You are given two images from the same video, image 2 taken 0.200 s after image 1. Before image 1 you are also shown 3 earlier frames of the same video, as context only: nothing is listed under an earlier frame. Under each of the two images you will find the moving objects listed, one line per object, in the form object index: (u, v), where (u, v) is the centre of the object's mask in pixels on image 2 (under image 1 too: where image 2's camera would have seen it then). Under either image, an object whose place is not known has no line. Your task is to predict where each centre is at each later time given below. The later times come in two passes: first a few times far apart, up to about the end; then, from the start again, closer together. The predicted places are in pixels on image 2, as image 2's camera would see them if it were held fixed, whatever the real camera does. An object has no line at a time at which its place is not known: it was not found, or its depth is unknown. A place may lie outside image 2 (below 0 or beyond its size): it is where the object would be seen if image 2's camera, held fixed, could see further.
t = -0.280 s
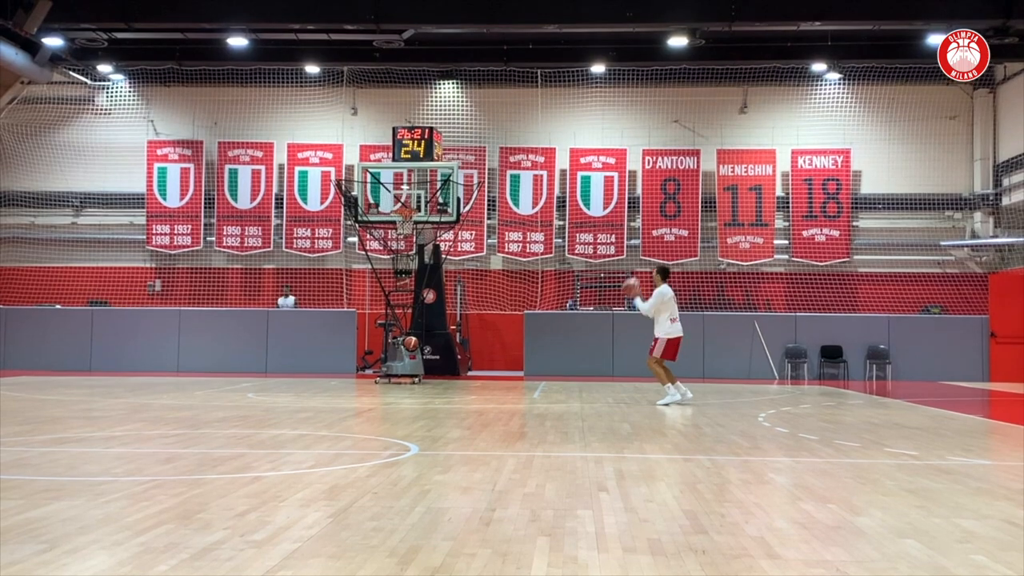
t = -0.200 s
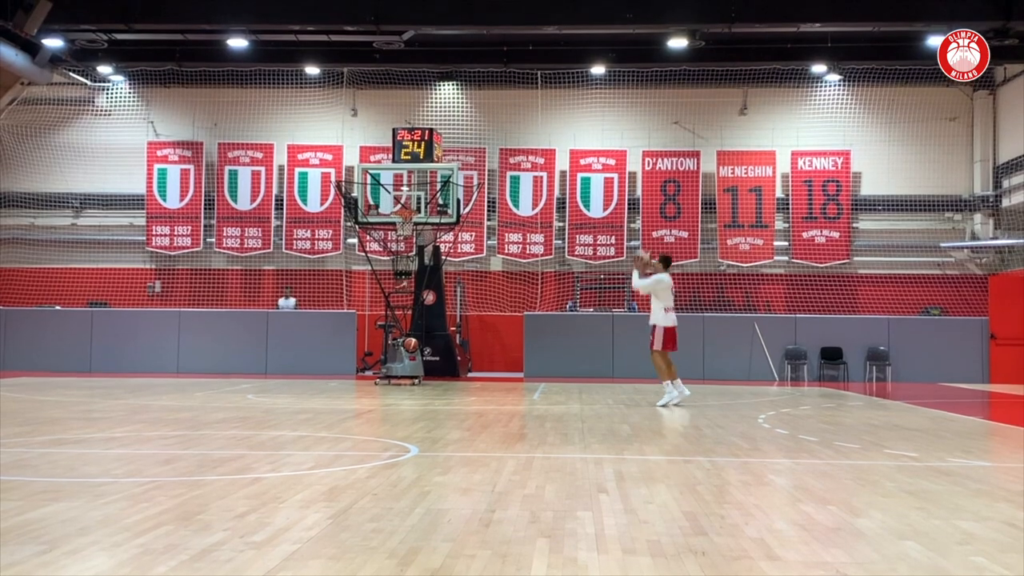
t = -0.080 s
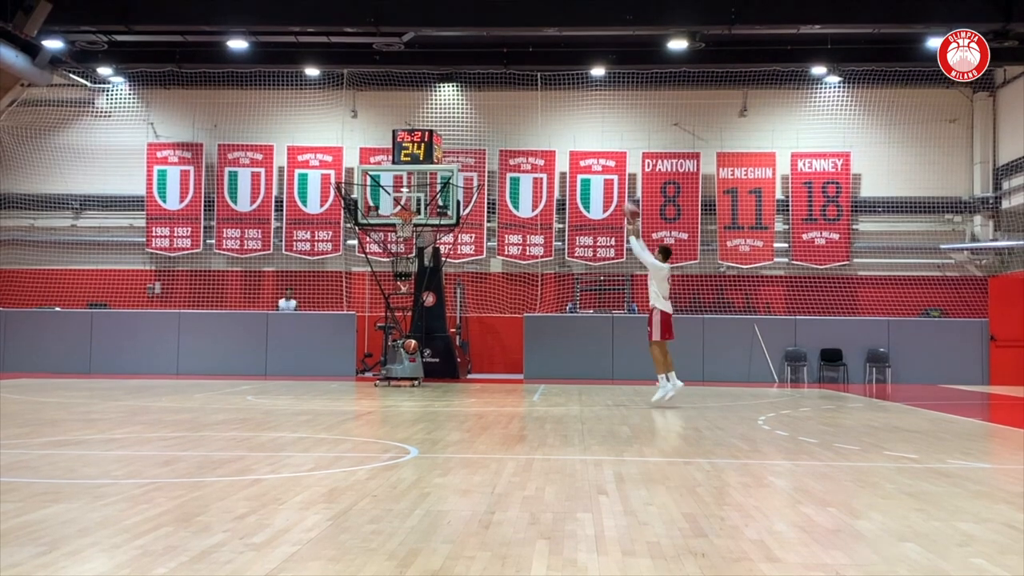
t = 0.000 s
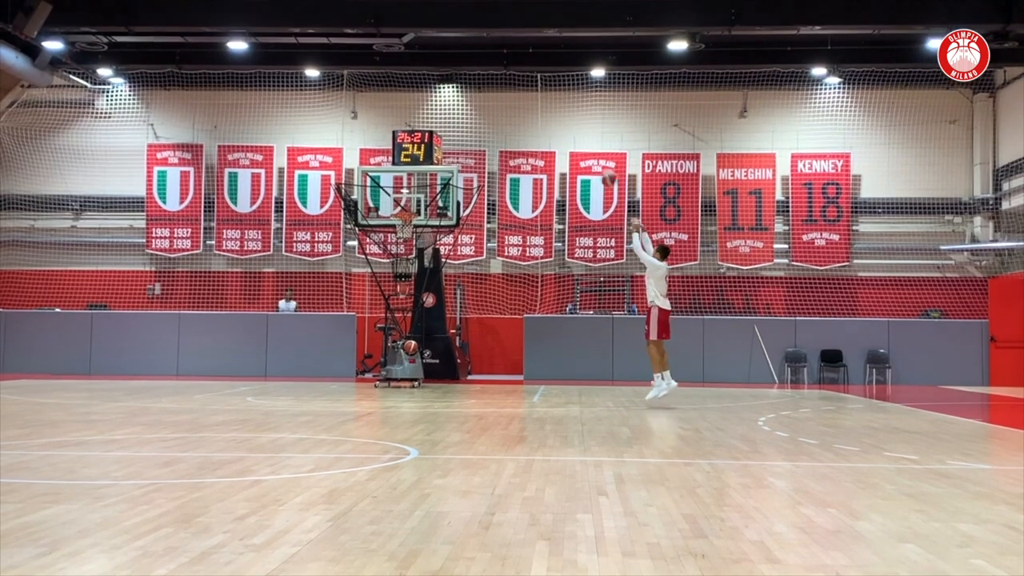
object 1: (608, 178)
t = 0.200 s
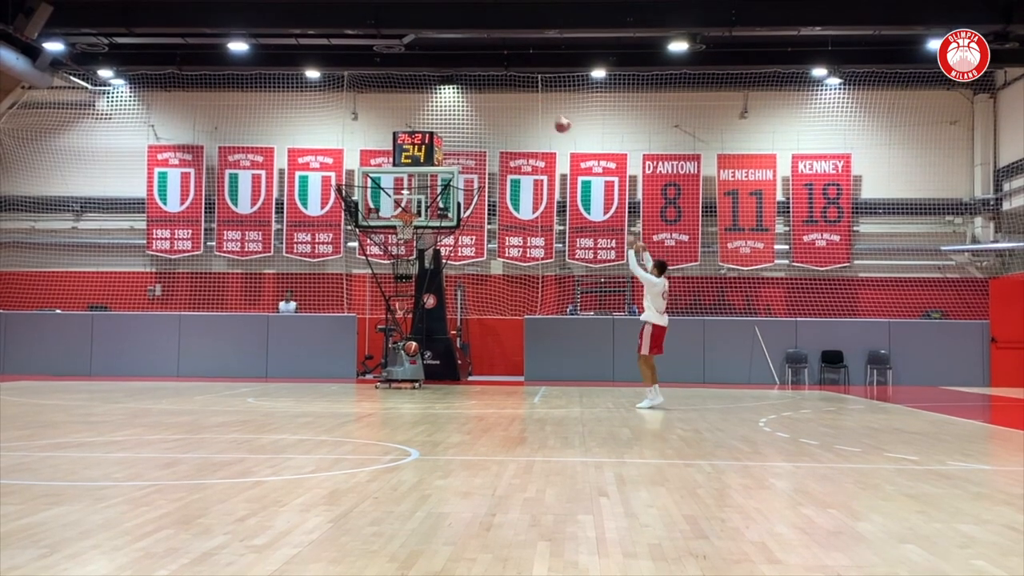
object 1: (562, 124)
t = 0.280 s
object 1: (545, 111)
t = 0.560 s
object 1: (493, 99)
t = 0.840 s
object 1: (446, 133)
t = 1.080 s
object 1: (409, 192)
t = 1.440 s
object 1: (406, 235)
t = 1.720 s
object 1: (409, 242)
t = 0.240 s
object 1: (555, 119)
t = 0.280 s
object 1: (545, 111)
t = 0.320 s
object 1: (538, 107)
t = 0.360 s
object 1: (531, 104)
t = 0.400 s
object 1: (521, 100)
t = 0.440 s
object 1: (514, 98)
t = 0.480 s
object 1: (505, 98)
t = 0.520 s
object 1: (499, 98)
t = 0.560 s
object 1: (493, 99)
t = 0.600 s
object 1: (485, 102)
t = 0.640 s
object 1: (478, 105)
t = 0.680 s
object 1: (471, 111)
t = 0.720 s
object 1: (465, 115)
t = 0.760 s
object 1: (459, 119)
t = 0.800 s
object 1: (452, 127)
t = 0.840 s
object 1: (446, 133)
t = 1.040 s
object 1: (417, 178)
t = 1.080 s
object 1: (409, 192)
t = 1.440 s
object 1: (406, 235)
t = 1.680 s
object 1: (409, 241)
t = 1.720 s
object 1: (409, 242)
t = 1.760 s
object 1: (408, 244)
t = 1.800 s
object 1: (408, 247)
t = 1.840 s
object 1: (404, 248)
